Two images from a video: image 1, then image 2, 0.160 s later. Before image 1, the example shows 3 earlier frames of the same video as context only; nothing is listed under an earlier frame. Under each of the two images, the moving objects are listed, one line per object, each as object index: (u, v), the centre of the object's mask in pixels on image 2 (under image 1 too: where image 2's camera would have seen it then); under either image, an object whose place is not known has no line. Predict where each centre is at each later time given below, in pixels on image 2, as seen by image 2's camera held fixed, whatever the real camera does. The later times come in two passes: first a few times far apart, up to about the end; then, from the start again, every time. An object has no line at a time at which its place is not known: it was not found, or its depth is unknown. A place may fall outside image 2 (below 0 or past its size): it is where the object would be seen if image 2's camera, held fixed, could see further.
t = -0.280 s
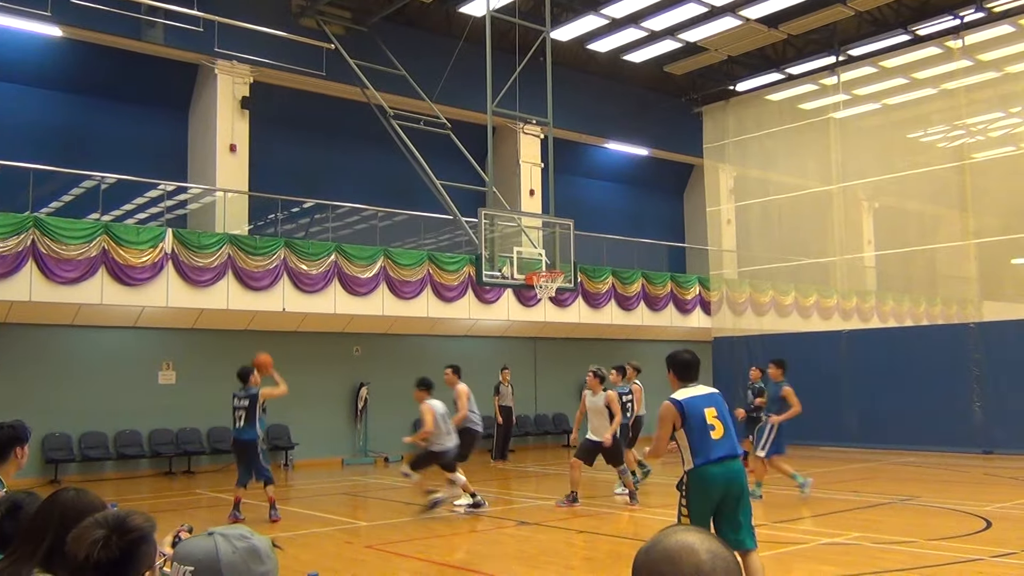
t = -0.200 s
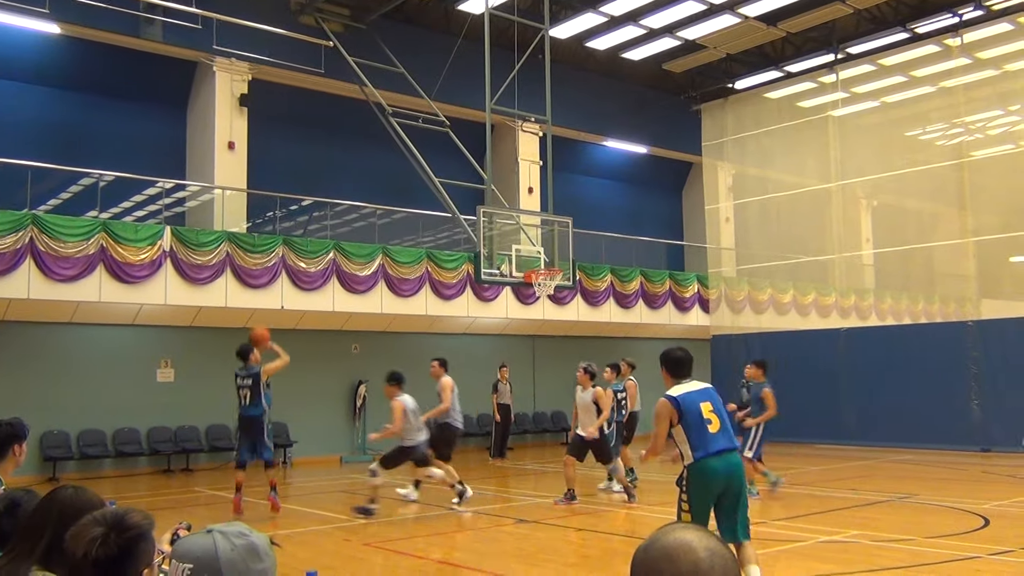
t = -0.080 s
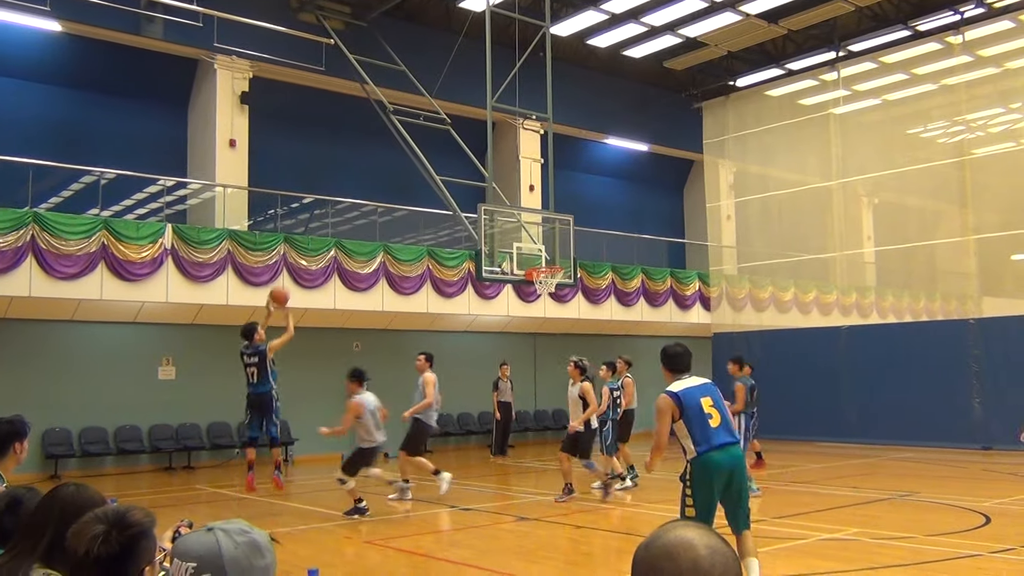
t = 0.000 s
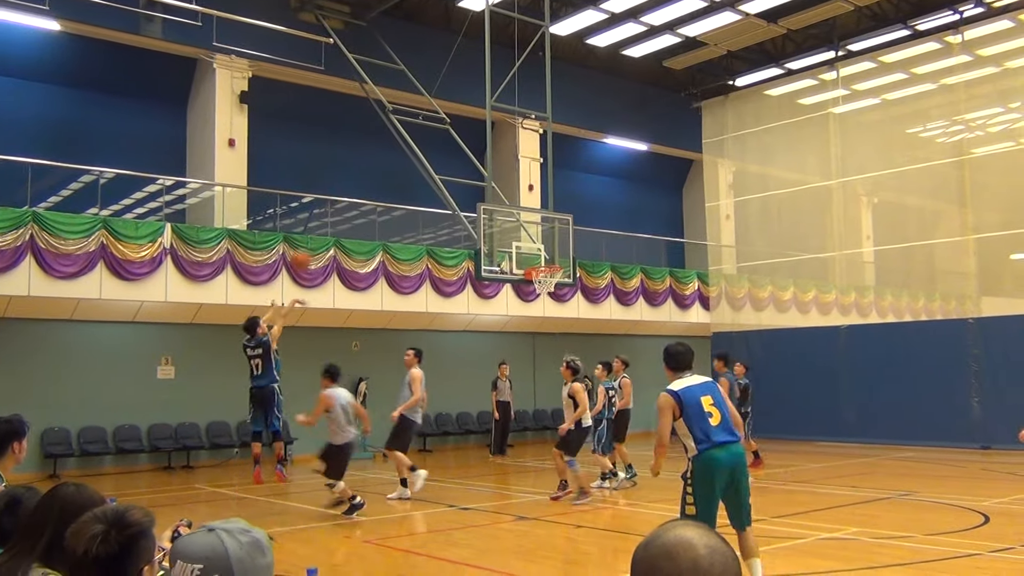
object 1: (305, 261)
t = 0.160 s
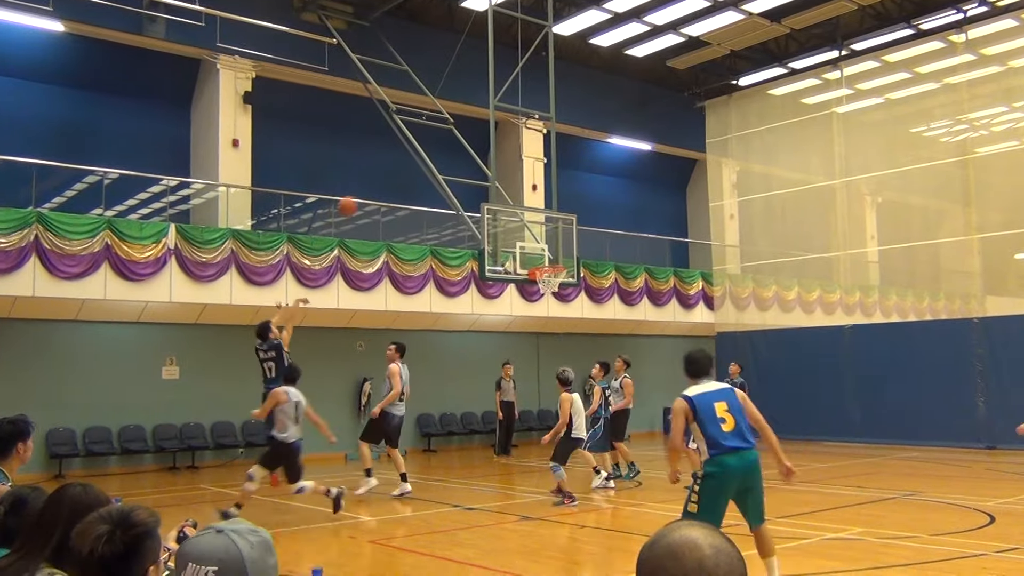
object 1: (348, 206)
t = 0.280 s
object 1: (378, 181)
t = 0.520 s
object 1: (434, 165)
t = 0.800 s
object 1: (492, 196)
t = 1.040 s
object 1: (539, 261)
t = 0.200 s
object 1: (359, 195)
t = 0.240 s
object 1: (369, 188)
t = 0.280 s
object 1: (378, 181)
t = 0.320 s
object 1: (388, 175)
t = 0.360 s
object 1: (397, 171)
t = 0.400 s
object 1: (407, 168)
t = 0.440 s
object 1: (416, 166)
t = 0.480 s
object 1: (425, 165)
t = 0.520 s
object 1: (434, 165)
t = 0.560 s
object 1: (443, 166)
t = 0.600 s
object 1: (451, 169)
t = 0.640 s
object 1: (460, 172)
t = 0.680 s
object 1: (468, 177)
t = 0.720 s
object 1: (477, 183)
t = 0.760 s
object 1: (484, 190)
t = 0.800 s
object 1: (492, 196)
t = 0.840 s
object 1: (501, 205)
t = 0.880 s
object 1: (508, 215)
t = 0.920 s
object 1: (516, 226)
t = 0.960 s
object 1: (524, 238)
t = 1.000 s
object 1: (532, 250)
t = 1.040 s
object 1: (539, 261)
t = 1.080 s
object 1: (549, 259)
